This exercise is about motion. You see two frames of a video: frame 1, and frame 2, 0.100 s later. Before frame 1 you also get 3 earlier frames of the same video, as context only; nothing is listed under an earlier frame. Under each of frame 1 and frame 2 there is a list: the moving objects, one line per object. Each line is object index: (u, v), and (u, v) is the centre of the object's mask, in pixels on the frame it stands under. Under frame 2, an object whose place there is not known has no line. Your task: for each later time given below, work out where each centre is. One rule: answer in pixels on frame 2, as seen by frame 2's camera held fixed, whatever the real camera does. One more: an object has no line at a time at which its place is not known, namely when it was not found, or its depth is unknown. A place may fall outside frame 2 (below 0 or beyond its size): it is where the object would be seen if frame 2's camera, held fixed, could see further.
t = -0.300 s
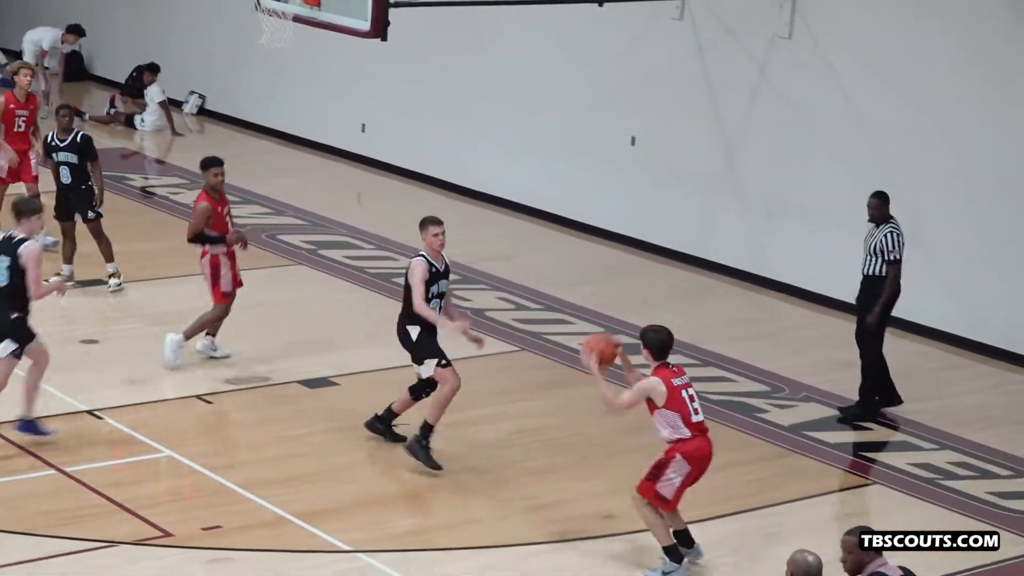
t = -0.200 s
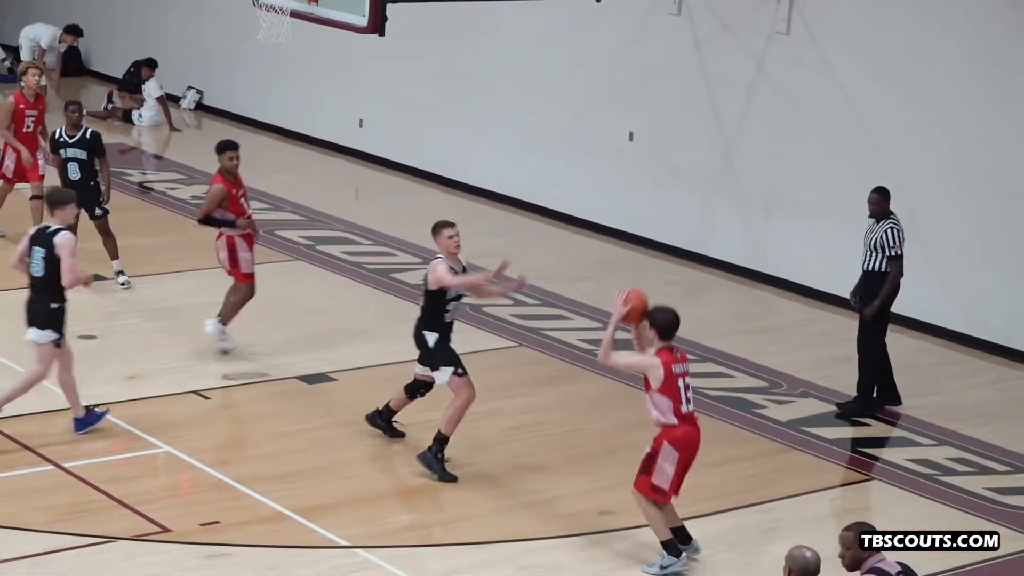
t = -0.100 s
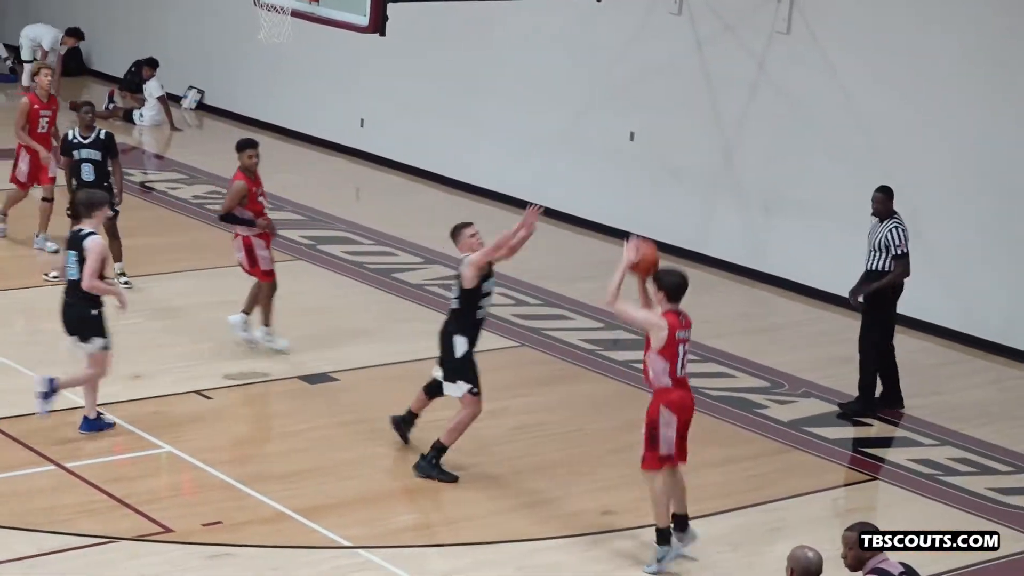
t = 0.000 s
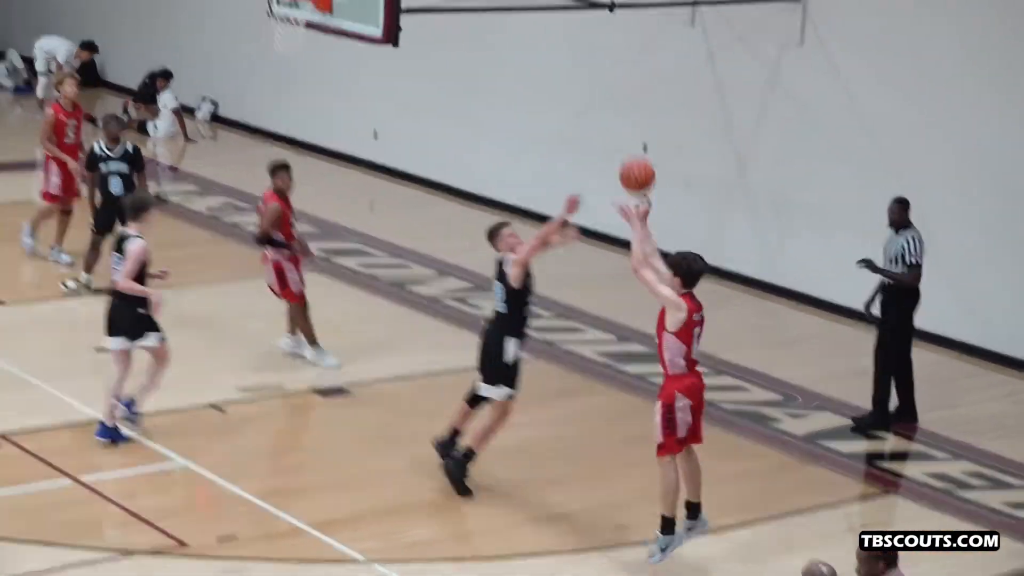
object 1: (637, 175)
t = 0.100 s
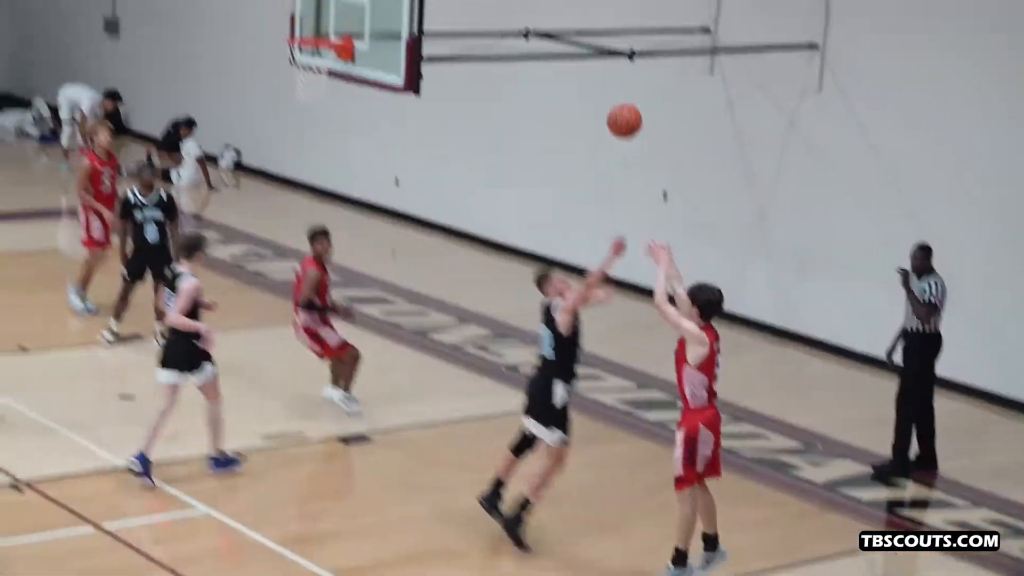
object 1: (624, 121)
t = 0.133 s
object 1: (613, 89)
